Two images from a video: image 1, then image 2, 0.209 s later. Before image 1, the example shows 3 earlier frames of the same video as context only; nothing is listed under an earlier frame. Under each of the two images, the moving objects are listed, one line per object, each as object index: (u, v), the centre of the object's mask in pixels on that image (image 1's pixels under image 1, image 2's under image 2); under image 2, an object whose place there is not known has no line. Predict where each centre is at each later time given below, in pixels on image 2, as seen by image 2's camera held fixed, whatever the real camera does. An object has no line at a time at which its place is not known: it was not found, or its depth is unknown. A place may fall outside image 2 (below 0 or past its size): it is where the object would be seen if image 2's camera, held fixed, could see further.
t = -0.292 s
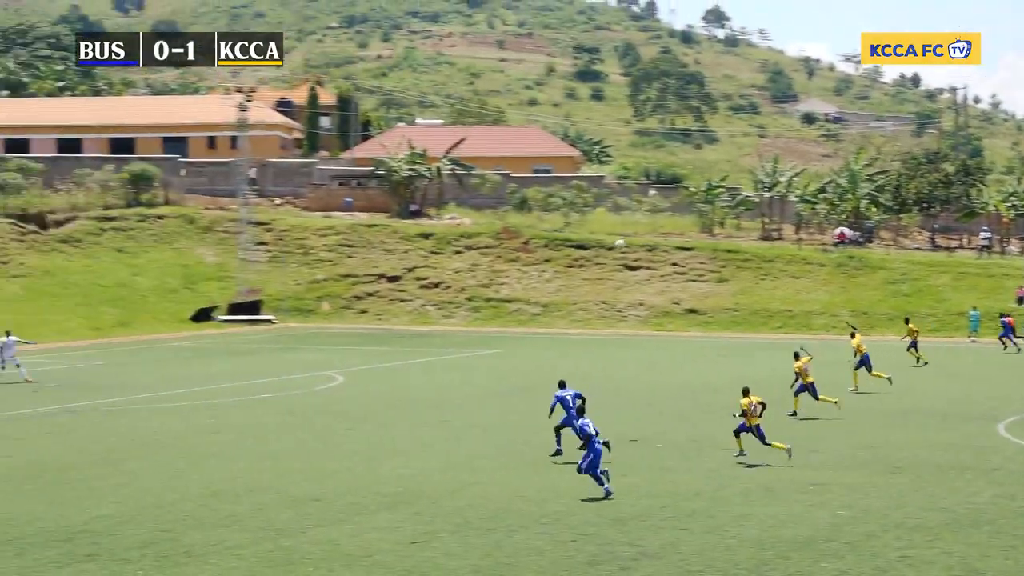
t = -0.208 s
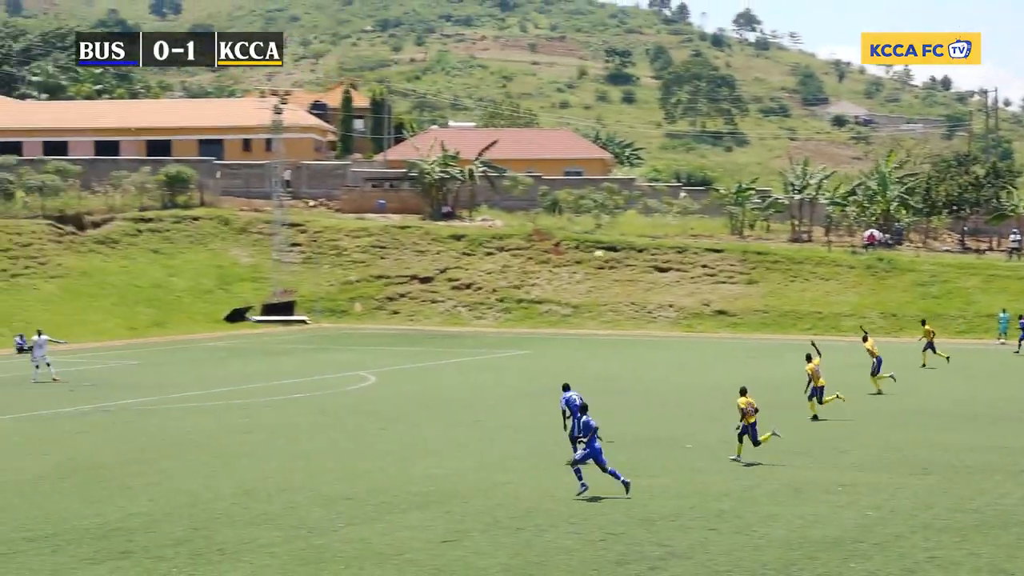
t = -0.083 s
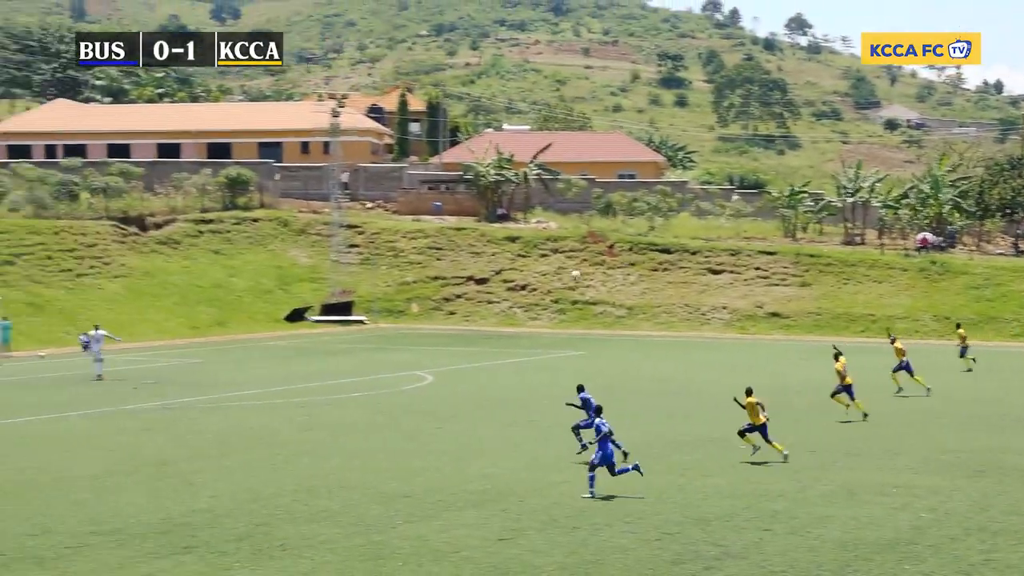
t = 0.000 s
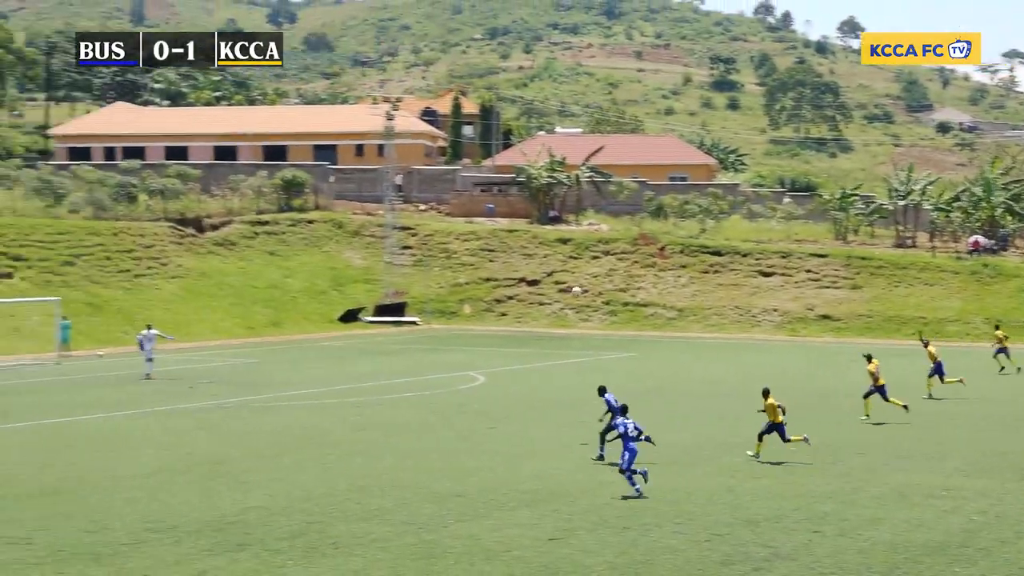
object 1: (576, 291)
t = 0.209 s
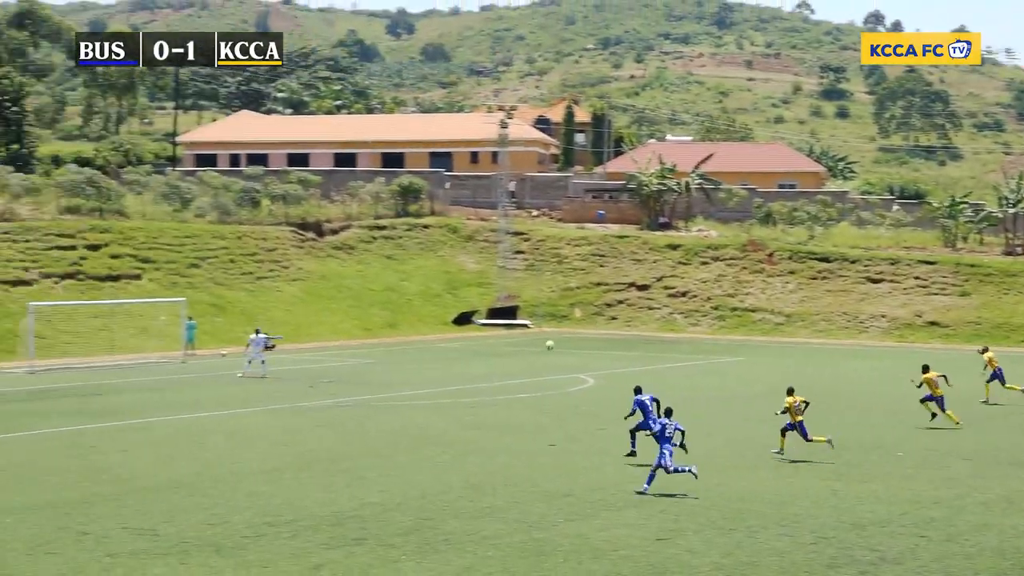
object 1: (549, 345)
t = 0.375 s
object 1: (453, 392)
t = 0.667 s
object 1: (331, 398)
